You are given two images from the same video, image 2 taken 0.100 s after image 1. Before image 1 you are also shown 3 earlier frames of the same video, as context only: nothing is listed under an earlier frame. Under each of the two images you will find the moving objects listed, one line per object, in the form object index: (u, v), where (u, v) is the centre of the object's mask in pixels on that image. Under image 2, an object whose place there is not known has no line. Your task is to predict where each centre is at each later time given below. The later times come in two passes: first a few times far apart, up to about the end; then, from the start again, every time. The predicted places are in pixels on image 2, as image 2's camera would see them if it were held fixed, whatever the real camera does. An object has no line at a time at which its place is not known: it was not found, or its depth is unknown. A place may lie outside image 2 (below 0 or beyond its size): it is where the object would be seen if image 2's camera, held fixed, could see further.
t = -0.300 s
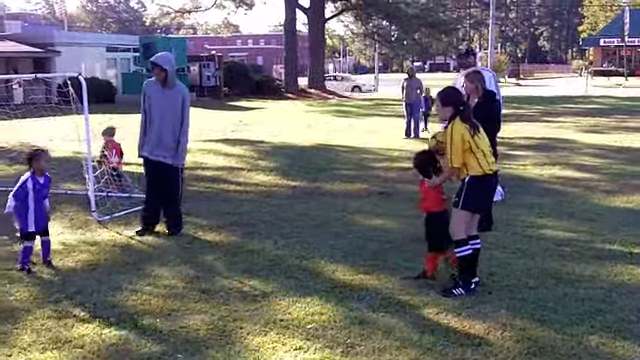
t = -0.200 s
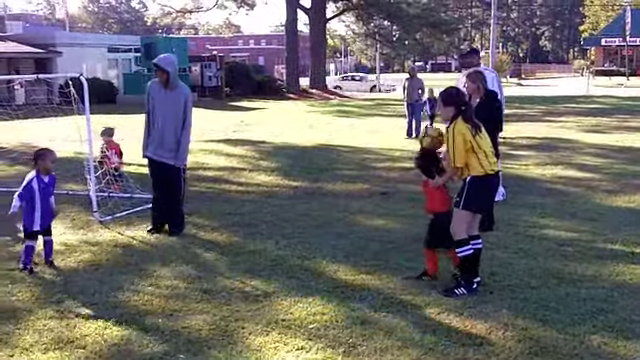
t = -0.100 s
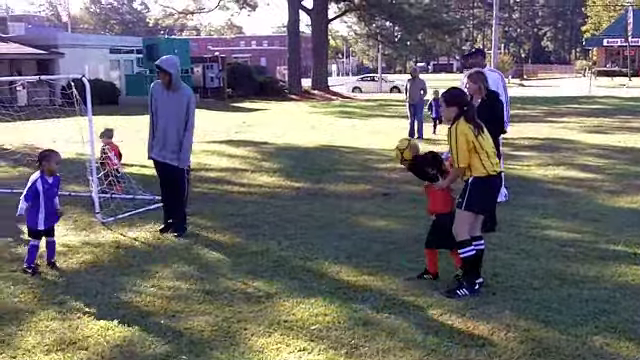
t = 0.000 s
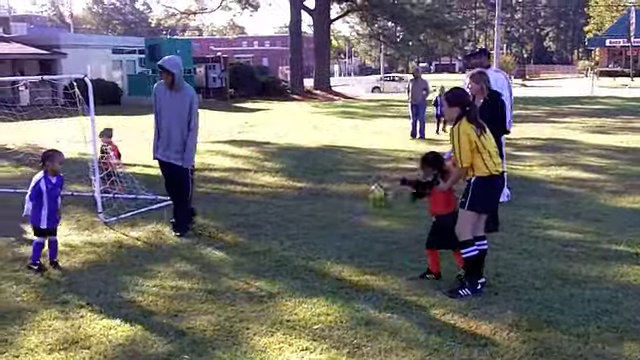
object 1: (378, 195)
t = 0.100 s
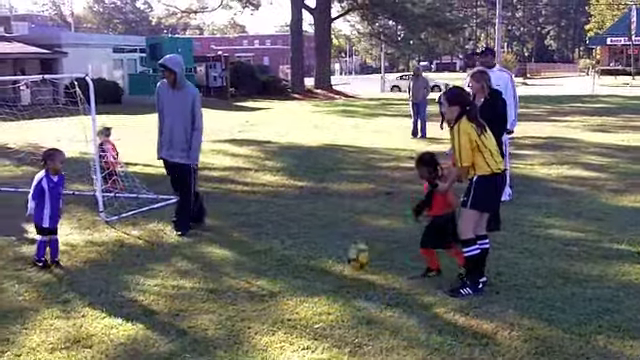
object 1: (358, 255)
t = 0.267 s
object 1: (332, 239)
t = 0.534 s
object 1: (295, 236)
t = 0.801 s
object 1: (256, 263)
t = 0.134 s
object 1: (349, 270)
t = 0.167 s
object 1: (345, 262)
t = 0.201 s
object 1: (341, 253)
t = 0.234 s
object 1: (337, 244)
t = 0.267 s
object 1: (332, 239)
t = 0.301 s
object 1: (328, 233)
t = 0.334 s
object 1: (322, 229)
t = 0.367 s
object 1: (316, 228)
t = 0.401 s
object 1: (313, 227)
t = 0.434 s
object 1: (308, 228)
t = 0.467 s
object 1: (303, 229)
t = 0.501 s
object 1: (298, 232)
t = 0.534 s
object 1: (295, 236)
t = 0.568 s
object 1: (289, 244)
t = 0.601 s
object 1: (285, 250)
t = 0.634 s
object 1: (281, 261)
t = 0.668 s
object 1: (277, 270)
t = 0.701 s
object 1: (272, 272)
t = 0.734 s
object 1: (269, 266)
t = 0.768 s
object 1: (261, 264)
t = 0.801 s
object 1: (256, 263)
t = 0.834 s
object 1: (251, 262)
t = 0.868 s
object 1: (247, 263)
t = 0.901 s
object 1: (245, 266)
